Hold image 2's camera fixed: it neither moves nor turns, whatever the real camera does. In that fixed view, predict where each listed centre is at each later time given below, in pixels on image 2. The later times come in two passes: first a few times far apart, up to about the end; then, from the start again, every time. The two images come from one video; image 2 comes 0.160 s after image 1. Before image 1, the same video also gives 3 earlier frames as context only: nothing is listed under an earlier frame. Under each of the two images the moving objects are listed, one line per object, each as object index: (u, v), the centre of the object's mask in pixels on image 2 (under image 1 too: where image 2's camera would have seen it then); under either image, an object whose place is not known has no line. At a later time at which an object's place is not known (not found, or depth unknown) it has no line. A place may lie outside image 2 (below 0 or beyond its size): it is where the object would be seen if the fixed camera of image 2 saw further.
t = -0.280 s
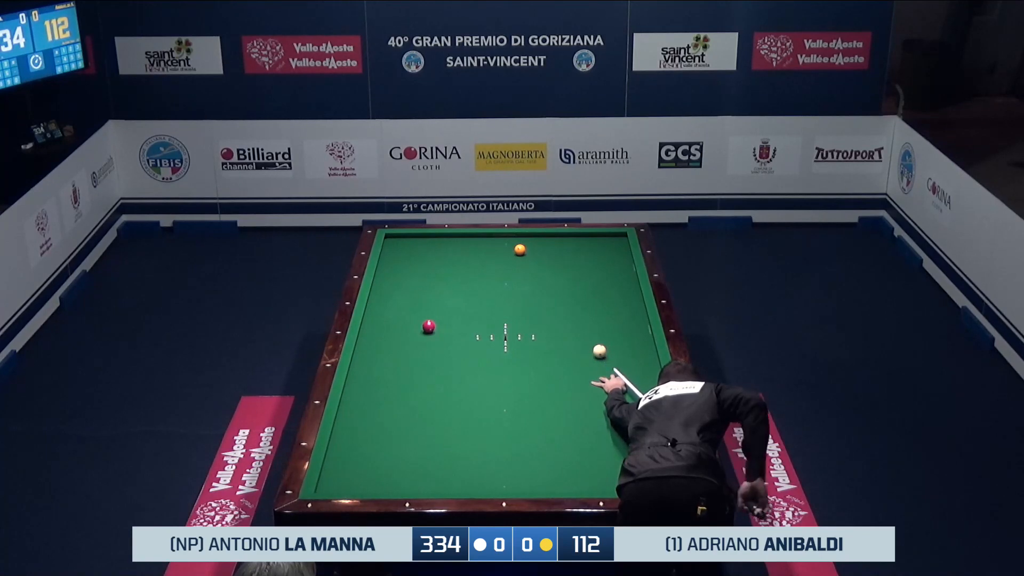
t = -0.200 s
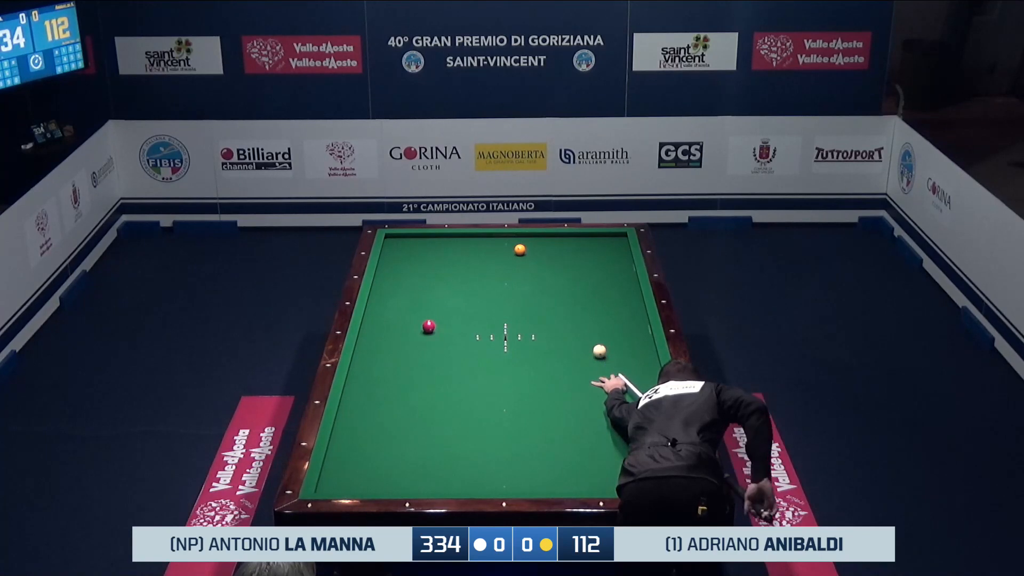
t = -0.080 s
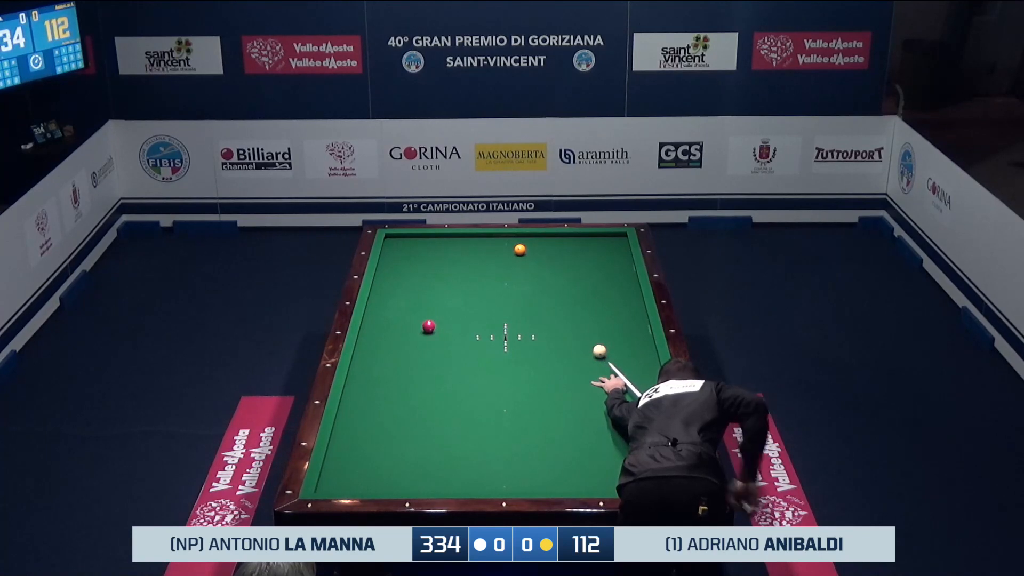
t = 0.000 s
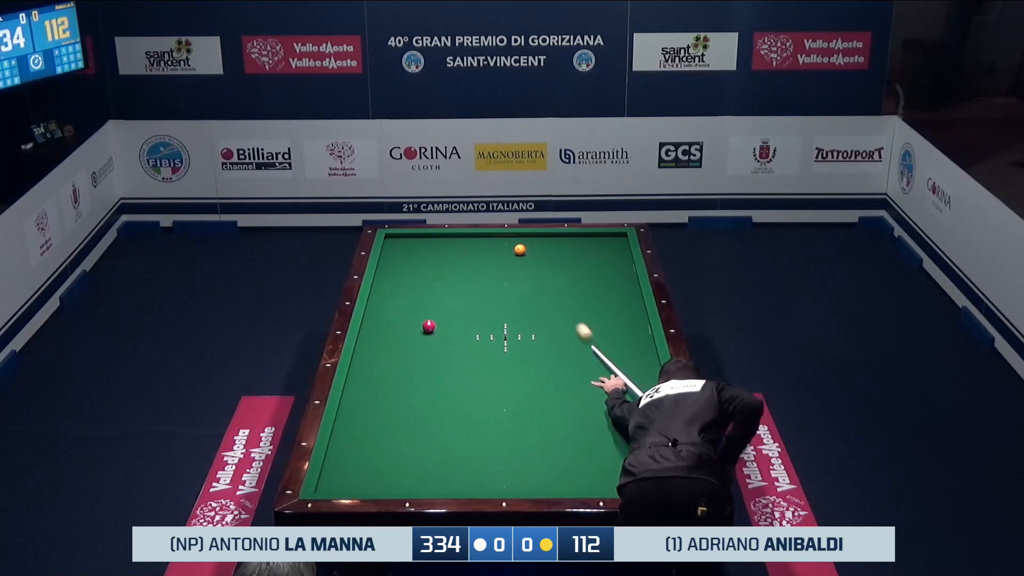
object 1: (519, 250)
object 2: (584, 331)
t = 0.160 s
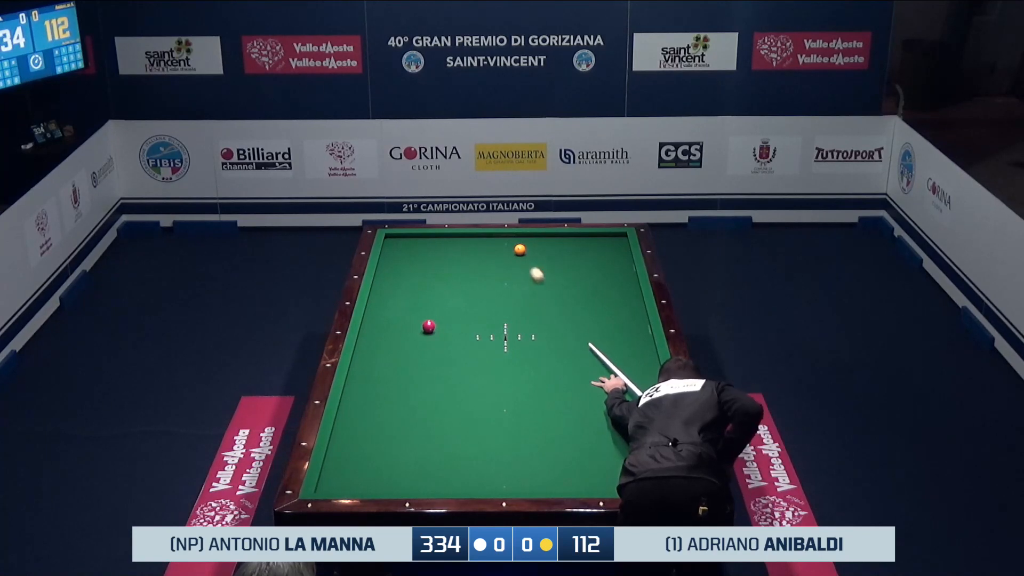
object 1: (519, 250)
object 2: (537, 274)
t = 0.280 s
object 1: (521, 238)
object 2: (507, 253)
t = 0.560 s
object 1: (526, 286)
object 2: (449, 249)
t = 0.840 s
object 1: (531, 344)
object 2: (398, 246)
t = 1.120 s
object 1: (537, 409)
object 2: (414, 246)
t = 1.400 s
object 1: (543, 486)
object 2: (440, 246)
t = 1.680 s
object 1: (537, 426)
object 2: (466, 247)
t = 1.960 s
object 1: (534, 385)
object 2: (491, 248)
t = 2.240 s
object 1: (530, 350)
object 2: (515, 248)
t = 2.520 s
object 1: (527, 319)
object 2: (539, 249)
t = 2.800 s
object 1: (524, 291)
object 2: (562, 250)
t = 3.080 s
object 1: (522, 267)
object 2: (585, 250)
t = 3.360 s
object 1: (519, 244)
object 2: (607, 251)
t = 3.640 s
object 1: (518, 243)
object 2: (625, 252)
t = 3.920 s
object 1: (517, 256)
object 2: (612, 251)
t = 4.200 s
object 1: (517, 269)
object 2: (601, 252)
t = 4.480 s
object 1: (517, 282)
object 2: (590, 251)
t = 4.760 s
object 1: (517, 297)
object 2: (580, 252)
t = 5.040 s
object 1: (516, 311)
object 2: (570, 252)
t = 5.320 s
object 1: (516, 326)
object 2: (561, 252)
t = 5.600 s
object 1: (516, 342)
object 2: (552, 252)
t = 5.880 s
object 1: (515, 357)
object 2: (544, 252)
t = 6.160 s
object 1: (515, 374)
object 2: (537, 252)
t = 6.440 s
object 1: (514, 392)
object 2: (530, 252)
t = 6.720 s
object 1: (514, 409)
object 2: (524, 252)
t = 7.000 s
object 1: (513, 428)
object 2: (518, 252)
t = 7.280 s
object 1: (513, 447)
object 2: (513, 252)
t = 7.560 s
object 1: (509, 464)
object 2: (509, 252)
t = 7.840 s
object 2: (504, 252)
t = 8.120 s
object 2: (501, 252)
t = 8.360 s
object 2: (499, 252)
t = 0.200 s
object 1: (519, 250)
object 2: (527, 262)
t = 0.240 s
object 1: (520, 245)
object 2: (517, 254)
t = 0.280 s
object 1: (521, 238)
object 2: (507, 253)
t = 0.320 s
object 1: (522, 238)
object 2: (497, 252)
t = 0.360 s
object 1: (523, 246)
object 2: (488, 252)
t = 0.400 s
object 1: (523, 253)
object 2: (480, 251)
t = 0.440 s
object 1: (524, 261)
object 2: (471, 251)
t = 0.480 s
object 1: (525, 270)
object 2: (464, 250)
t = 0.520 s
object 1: (526, 278)
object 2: (456, 250)
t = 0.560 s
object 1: (526, 286)
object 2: (449, 249)
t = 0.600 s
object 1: (527, 294)
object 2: (441, 249)
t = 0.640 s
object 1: (528, 302)
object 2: (434, 248)
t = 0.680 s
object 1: (528, 311)
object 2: (427, 248)
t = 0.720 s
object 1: (529, 319)
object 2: (419, 247)
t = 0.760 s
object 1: (530, 327)
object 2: (412, 247)
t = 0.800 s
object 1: (531, 335)
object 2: (405, 246)
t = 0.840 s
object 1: (531, 344)
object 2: (398, 246)
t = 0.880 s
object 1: (532, 352)
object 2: (390, 245)
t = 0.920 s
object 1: (533, 361)
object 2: (389, 245)
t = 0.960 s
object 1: (534, 370)
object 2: (395, 245)
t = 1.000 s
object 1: (534, 380)
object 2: (401, 245)
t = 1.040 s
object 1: (535, 389)
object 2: (406, 245)
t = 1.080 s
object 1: (536, 399)
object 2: (410, 245)
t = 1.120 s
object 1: (537, 409)
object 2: (414, 246)
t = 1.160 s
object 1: (538, 420)
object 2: (418, 246)
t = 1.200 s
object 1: (538, 431)
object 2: (422, 246)
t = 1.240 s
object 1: (539, 442)
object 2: (425, 246)
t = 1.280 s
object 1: (540, 454)
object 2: (429, 246)
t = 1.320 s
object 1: (541, 466)
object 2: (433, 246)
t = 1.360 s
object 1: (542, 479)
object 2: (437, 246)
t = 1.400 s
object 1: (543, 486)
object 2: (440, 246)
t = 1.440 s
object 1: (542, 479)
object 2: (444, 246)
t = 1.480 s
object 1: (541, 468)
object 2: (447, 246)
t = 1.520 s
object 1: (541, 459)
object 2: (451, 246)
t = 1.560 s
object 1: (540, 450)
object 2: (455, 247)
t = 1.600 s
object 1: (539, 441)
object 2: (458, 247)
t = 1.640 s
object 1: (538, 433)
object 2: (462, 247)
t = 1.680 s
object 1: (537, 426)
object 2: (466, 247)
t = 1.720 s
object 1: (537, 419)
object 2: (469, 247)
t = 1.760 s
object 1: (536, 413)
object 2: (473, 247)
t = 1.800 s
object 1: (536, 407)
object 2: (476, 247)
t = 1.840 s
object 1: (535, 401)
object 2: (480, 247)
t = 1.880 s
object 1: (535, 396)
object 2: (484, 247)
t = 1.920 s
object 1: (534, 390)
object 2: (487, 247)
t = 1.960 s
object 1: (534, 385)
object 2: (491, 248)
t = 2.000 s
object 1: (533, 379)
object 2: (494, 248)
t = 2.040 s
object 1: (532, 374)
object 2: (497, 248)
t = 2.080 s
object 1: (532, 369)
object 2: (501, 248)
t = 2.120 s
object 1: (531, 364)
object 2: (504, 248)
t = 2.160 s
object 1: (531, 359)
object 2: (508, 248)
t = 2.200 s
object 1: (531, 354)
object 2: (512, 248)
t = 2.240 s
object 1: (530, 350)
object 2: (515, 248)
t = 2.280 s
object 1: (529, 345)
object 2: (518, 248)
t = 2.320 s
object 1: (529, 340)
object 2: (522, 248)
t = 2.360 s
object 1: (529, 335)
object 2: (525, 248)
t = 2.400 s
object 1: (528, 331)
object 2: (529, 249)
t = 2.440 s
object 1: (528, 327)
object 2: (532, 249)
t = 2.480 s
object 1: (527, 323)
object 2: (535, 249)
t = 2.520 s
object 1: (527, 319)
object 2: (539, 249)
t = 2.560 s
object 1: (526, 315)
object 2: (542, 249)
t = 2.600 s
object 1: (526, 311)
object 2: (546, 249)
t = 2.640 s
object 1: (526, 306)
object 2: (549, 249)
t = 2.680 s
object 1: (525, 303)
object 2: (552, 249)
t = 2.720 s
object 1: (525, 299)
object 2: (555, 249)
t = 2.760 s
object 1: (524, 295)
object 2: (559, 250)
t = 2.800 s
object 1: (524, 291)
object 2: (562, 250)
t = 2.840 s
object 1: (523, 287)
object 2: (565, 250)
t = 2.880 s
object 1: (523, 284)
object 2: (569, 250)
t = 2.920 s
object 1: (523, 280)
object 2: (572, 250)
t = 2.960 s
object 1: (523, 277)
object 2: (575, 250)
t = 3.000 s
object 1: (522, 273)
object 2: (578, 250)
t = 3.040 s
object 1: (522, 270)
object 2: (581, 250)
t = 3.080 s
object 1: (522, 267)
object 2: (585, 250)
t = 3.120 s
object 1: (521, 263)
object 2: (588, 250)
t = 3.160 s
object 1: (521, 260)
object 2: (591, 250)
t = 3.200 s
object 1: (520, 257)
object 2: (594, 250)
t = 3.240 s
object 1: (520, 254)
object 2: (597, 250)
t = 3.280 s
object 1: (520, 250)
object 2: (600, 251)
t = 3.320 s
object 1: (519, 247)
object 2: (603, 251)
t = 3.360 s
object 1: (519, 244)
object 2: (607, 251)
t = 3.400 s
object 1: (519, 241)
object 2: (610, 251)
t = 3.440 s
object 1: (519, 238)
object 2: (613, 251)
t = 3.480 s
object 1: (518, 236)
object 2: (616, 251)
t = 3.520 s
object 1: (518, 236)
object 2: (619, 251)
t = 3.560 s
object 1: (518, 239)
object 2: (622, 251)
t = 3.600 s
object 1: (518, 241)
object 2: (625, 252)
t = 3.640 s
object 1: (518, 243)
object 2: (625, 252)
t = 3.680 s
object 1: (518, 245)
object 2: (623, 251)
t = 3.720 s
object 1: (518, 247)
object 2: (621, 251)
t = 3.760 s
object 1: (518, 249)
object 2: (619, 252)
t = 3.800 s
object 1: (518, 250)
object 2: (617, 251)
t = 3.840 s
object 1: (518, 252)
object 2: (616, 251)
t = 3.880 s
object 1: (518, 254)
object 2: (614, 251)
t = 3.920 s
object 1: (517, 256)
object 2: (612, 251)
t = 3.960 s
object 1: (518, 258)
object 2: (611, 251)
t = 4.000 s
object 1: (517, 259)
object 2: (609, 252)
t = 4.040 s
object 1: (517, 261)
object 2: (607, 252)
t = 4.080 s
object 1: (517, 263)
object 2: (606, 252)
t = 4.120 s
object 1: (517, 265)
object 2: (604, 252)
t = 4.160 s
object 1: (517, 267)
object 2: (603, 251)
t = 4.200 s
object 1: (517, 269)
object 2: (601, 252)
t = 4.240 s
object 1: (517, 271)
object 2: (599, 252)
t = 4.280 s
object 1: (517, 273)
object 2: (598, 251)
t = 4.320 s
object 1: (517, 275)
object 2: (596, 251)
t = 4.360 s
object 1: (517, 276)
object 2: (595, 251)
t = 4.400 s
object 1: (517, 278)
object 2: (593, 251)
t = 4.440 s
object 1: (517, 280)
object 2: (592, 251)
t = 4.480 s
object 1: (517, 282)
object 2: (590, 251)
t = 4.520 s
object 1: (517, 284)
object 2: (589, 251)
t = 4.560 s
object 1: (517, 286)
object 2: (587, 252)
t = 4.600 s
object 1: (517, 288)
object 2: (586, 251)
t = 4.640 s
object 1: (517, 290)
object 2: (584, 252)
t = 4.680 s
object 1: (517, 292)
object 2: (583, 252)
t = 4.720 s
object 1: (517, 294)
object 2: (581, 252)
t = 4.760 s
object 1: (517, 297)
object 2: (580, 252)
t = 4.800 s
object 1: (517, 299)
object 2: (578, 252)
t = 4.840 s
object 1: (517, 301)
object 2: (577, 252)
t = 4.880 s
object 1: (516, 303)
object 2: (576, 252)
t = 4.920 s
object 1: (516, 305)
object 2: (574, 252)
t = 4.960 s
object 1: (516, 307)
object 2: (573, 252)
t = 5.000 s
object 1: (516, 309)
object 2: (572, 252)
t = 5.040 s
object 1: (516, 311)
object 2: (570, 252)
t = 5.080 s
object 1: (516, 313)
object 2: (569, 252)
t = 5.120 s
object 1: (516, 315)
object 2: (568, 252)
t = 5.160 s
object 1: (516, 317)
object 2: (566, 252)
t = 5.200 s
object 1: (516, 320)
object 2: (565, 252)
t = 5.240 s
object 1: (516, 322)
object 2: (564, 252)
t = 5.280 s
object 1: (516, 324)
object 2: (562, 252)
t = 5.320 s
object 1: (516, 326)
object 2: (561, 252)
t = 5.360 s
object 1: (516, 328)
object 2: (560, 252)
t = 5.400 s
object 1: (516, 330)
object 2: (559, 252)
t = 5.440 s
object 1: (516, 332)
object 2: (557, 252)
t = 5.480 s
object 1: (516, 335)
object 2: (556, 252)
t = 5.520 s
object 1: (516, 337)
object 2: (555, 252)
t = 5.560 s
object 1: (516, 339)
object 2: (554, 252)
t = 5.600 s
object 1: (516, 342)
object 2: (552, 252)
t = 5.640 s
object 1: (516, 344)
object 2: (551, 252)
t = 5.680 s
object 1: (516, 346)
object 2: (550, 252)
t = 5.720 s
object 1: (516, 348)
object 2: (549, 252)
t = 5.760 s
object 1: (516, 351)
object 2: (548, 252)
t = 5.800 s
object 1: (516, 353)
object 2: (547, 252)
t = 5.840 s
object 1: (515, 355)
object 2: (546, 252)
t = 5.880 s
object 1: (515, 357)
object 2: (544, 252)
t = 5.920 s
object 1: (515, 360)
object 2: (543, 252)
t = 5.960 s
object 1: (515, 362)
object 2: (542, 252)
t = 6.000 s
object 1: (515, 365)
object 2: (541, 252)
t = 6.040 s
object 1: (515, 367)
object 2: (540, 252)
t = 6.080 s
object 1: (515, 369)
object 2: (539, 252)
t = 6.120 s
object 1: (515, 372)
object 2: (538, 252)
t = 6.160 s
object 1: (515, 374)
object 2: (537, 252)
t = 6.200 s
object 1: (514, 377)
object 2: (536, 252)
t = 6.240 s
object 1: (514, 379)
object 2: (535, 252)
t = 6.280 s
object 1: (514, 382)
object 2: (534, 252)
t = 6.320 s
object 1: (514, 384)
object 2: (533, 252)
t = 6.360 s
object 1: (514, 387)
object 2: (532, 252)
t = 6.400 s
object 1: (514, 389)
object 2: (531, 252)
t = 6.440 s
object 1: (514, 392)
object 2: (530, 252)
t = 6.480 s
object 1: (514, 394)
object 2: (529, 252)
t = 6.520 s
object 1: (514, 397)
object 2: (528, 252)
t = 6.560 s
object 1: (514, 399)
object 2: (528, 252)
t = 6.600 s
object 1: (514, 402)
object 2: (527, 252)
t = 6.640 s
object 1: (514, 404)
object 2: (526, 252)
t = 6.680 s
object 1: (514, 407)
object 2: (525, 252)
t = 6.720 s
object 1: (514, 409)
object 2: (524, 252)
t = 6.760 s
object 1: (514, 412)
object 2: (523, 252)
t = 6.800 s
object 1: (514, 415)
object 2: (522, 252)
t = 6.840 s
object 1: (513, 417)
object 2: (521, 252)
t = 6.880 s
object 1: (513, 420)
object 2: (521, 252)
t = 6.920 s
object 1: (513, 422)
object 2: (520, 252)
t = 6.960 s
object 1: (513, 425)
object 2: (519, 252)
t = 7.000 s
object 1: (513, 428)
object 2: (518, 252)
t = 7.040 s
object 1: (513, 430)
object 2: (517, 252)
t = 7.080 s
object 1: (513, 433)
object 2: (517, 252)
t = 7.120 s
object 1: (513, 436)
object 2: (516, 252)
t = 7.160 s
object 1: (513, 438)
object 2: (515, 252)
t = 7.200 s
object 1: (513, 441)
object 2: (515, 252)
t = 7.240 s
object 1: (513, 444)
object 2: (514, 252)
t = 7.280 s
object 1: (513, 447)
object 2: (513, 252)
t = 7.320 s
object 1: (513, 450)
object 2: (513, 252)
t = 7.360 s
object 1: (513, 452)
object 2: (512, 252)
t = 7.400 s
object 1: (513, 455)
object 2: (511, 252)
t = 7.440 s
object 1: (513, 458)
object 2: (510, 252)
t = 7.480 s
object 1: (513, 461)
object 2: (510, 252)
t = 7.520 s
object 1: (511, 463)
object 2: (509, 252)
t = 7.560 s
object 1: (509, 464)
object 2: (509, 252)
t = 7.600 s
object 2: (508, 252)
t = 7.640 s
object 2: (508, 252)
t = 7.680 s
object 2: (507, 252)
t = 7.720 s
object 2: (506, 252)
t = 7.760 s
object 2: (506, 252)
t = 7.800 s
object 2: (505, 252)
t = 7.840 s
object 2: (504, 252)
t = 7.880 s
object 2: (504, 252)
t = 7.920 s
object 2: (503, 252)
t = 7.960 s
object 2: (503, 252)
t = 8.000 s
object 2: (502, 252)
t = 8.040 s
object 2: (502, 252)
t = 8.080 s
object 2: (501, 252)
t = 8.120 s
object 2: (501, 252)
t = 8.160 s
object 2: (501, 252)
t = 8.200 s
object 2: (500, 252)
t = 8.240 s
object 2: (500, 252)
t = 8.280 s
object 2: (499, 252)
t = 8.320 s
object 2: (499, 252)
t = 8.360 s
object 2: (499, 252)
